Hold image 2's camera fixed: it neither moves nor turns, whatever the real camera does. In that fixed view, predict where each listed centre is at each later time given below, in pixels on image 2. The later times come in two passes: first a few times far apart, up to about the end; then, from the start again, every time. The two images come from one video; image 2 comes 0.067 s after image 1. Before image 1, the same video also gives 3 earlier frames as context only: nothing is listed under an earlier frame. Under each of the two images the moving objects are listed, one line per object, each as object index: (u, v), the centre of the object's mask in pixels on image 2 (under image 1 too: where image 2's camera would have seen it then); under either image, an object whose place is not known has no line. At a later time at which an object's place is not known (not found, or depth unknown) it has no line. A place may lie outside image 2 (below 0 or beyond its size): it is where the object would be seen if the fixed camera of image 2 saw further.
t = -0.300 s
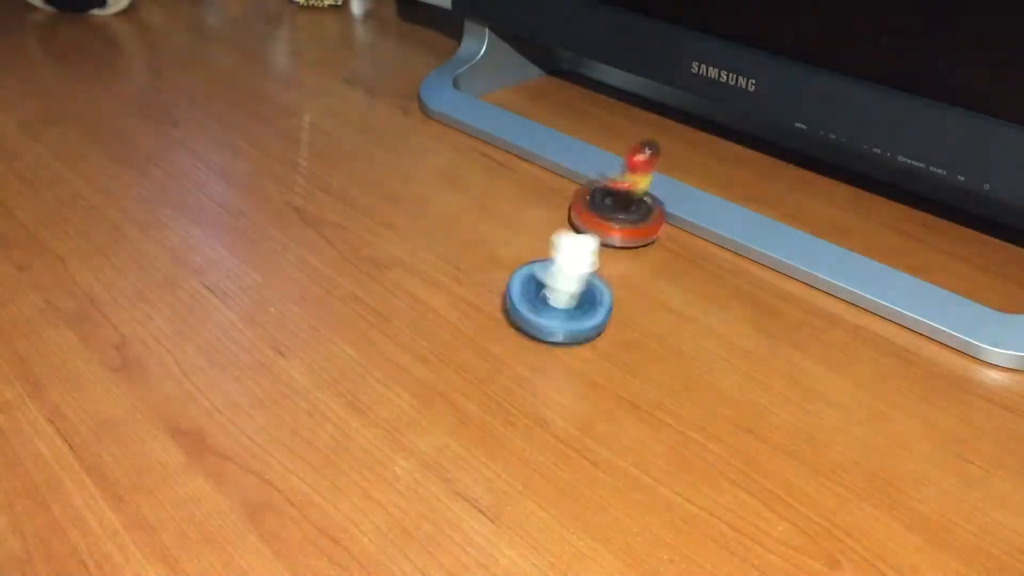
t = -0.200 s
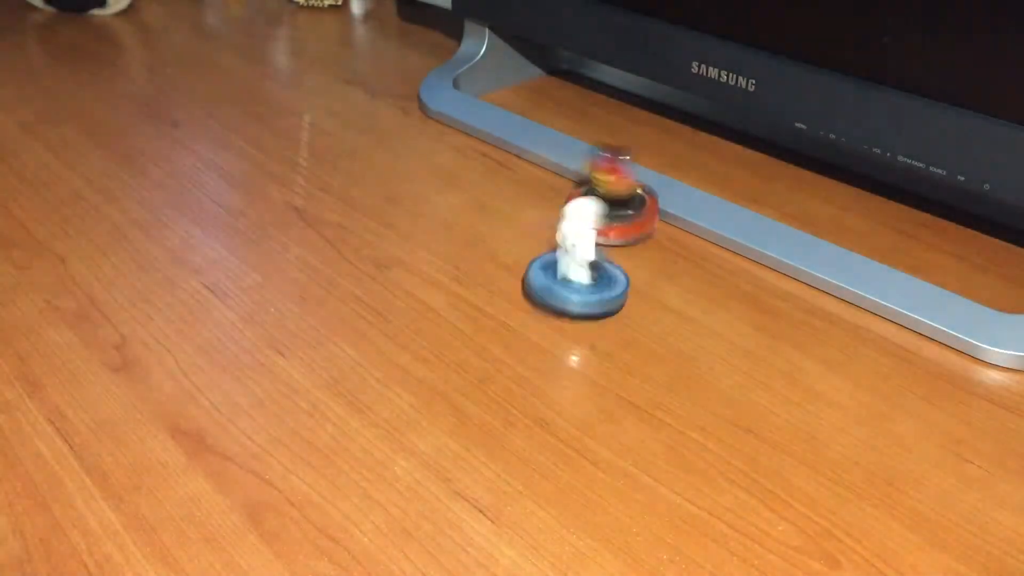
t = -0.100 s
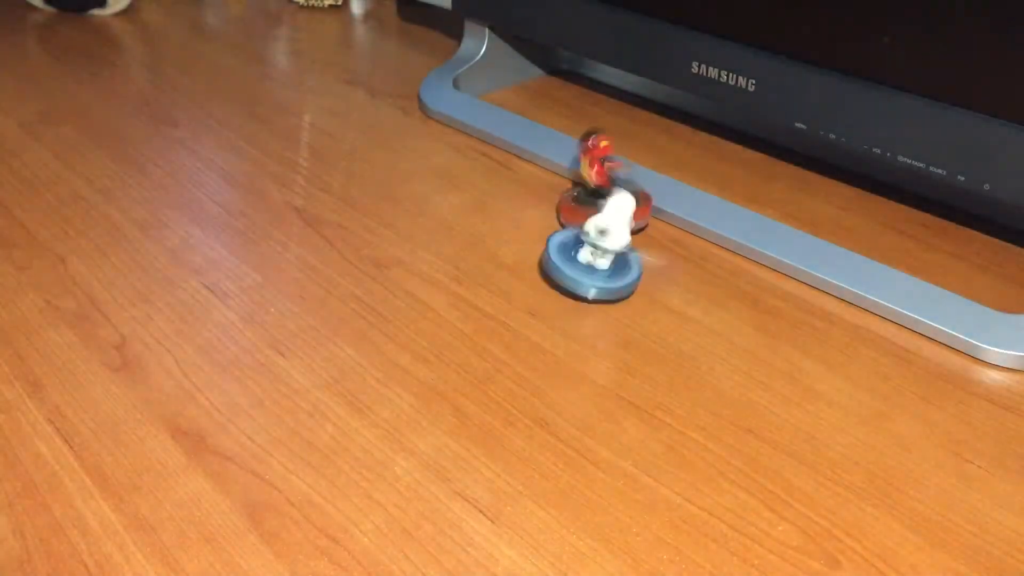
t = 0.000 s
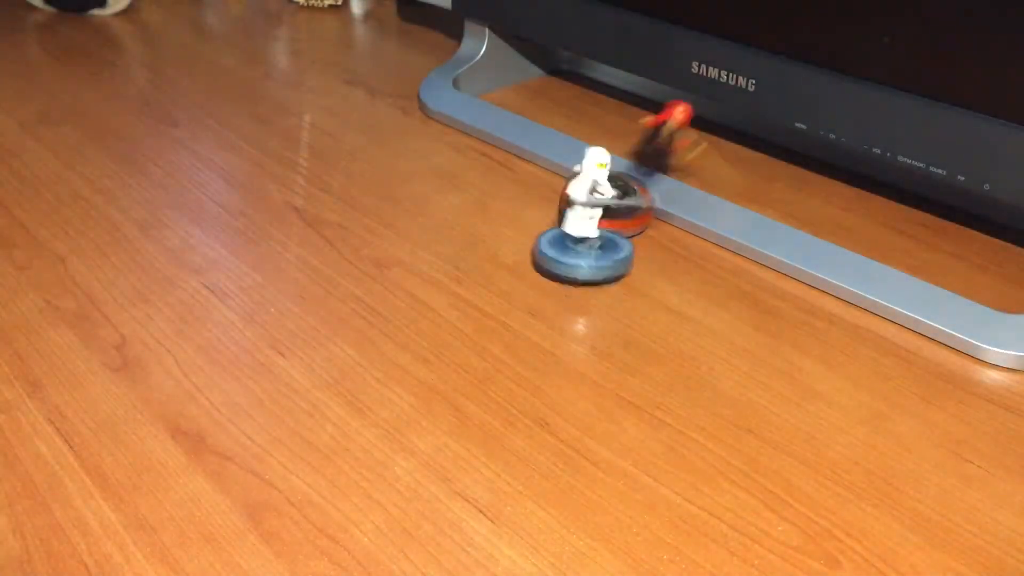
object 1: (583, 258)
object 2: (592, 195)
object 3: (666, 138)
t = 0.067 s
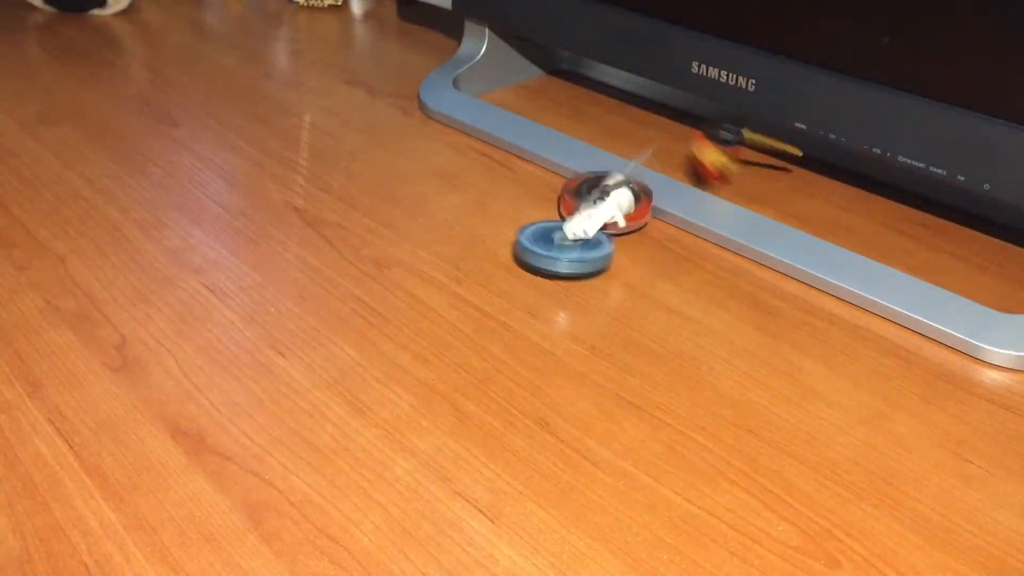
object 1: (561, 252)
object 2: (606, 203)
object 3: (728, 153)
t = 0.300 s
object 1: (491, 227)
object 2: (718, 349)
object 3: (755, 178)
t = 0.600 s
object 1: (391, 214)
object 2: (791, 410)
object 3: (753, 178)
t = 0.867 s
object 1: (301, 218)
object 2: (829, 456)
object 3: (753, 178)
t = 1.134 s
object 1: (212, 237)
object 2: (829, 456)
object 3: (753, 178)
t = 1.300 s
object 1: (164, 257)
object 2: (829, 456)
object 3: (753, 178)
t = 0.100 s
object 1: (553, 246)
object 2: (622, 195)
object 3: (740, 171)
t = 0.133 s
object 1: (543, 242)
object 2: (635, 218)
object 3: (753, 165)
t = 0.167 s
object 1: (532, 239)
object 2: (643, 253)
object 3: (759, 167)
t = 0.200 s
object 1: (522, 235)
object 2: (648, 299)
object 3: (761, 175)
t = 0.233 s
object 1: (512, 232)
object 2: (675, 329)
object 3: (759, 177)
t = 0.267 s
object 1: (501, 229)
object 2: (695, 346)
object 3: (758, 176)
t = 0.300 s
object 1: (491, 227)
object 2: (718, 349)
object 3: (755, 178)
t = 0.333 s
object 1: (480, 225)
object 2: (730, 364)
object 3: (753, 178)
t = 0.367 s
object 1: (469, 222)
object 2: (740, 375)
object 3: (753, 177)
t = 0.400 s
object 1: (458, 220)
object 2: (747, 380)
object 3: (753, 178)
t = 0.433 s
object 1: (447, 219)
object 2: (754, 387)
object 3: (753, 177)
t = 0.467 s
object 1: (436, 217)
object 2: (761, 386)
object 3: (753, 177)
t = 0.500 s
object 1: (425, 216)
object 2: (773, 387)
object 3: (753, 178)
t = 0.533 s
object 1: (414, 215)
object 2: (786, 391)
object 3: (753, 178)
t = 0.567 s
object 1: (403, 214)
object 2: (788, 403)
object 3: (753, 178)
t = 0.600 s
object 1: (391, 214)
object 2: (791, 410)
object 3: (753, 178)
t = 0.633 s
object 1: (380, 214)
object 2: (793, 419)
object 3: (753, 178)
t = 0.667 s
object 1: (369, 213)
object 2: (798, 427)
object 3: (753, 178)
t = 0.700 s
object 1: (358, 214)
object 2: (805, 437)
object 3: (753, 178)
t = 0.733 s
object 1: (346, 214)
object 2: (821, 447)
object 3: (753, 178)
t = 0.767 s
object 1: (335, 215)
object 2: (823, 453)
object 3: (753, 178)
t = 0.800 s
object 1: (324, 215)
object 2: (827, 455)
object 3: (753, 178)
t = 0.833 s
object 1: (312, 216)
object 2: (829, 455)
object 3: (753, 178)
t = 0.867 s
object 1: (301, 218)
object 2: (829, 456)
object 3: (753, 178)
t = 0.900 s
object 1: (289, 220)
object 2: (829, 456)
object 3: (753, 178)
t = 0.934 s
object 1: (278, 221)
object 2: (829, 455)
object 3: (753, 178)
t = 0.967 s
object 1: (267, 223)
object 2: (829, 455)
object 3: (753, 178)
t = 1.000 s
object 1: (256, 226)
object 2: (829, 455)
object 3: (753, 178)
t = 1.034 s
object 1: (245, 228)
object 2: (829, 455)
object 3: (753, 178)
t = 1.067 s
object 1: (234, 231)
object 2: (829, 456)
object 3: (753, 178)
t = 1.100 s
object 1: (223, 234)
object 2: (829, 456)
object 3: (753, 178)
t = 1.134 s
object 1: (212, 237)
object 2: (829, 456)
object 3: (753, 178)
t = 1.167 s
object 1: (202, 241)
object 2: (828, 455)
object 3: (753, 178)
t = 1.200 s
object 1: (192, 245)
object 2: (828, 455)
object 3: (753, 178)
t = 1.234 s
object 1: (182, 249)
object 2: (828, 455)
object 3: (753, 178)
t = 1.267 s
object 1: (172, 253)
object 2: (829, 456)
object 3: (753, 178)
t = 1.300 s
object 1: (164, 257)
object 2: (829, 456)
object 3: (753, 178)
